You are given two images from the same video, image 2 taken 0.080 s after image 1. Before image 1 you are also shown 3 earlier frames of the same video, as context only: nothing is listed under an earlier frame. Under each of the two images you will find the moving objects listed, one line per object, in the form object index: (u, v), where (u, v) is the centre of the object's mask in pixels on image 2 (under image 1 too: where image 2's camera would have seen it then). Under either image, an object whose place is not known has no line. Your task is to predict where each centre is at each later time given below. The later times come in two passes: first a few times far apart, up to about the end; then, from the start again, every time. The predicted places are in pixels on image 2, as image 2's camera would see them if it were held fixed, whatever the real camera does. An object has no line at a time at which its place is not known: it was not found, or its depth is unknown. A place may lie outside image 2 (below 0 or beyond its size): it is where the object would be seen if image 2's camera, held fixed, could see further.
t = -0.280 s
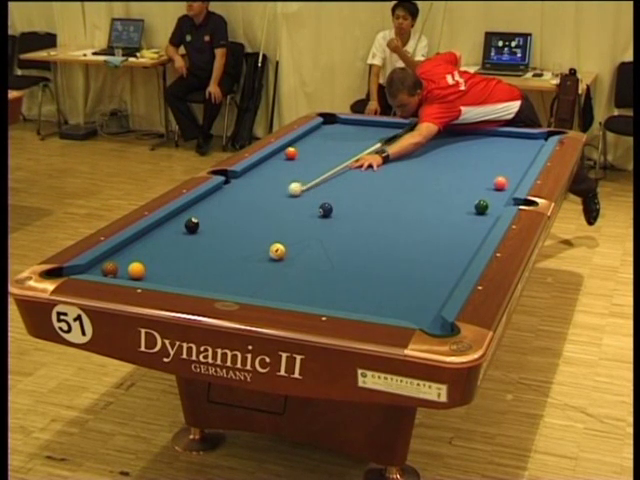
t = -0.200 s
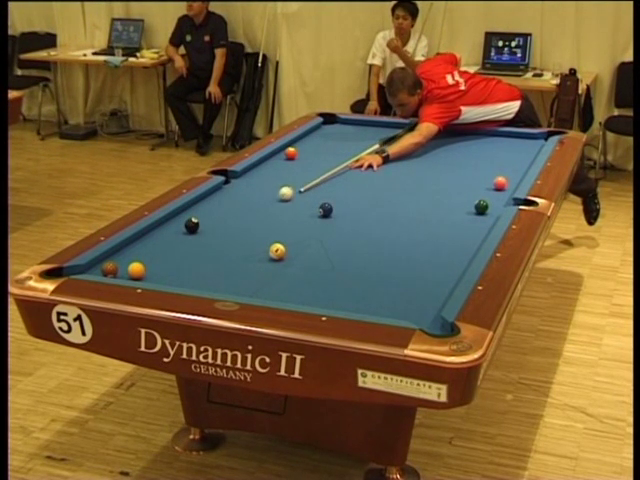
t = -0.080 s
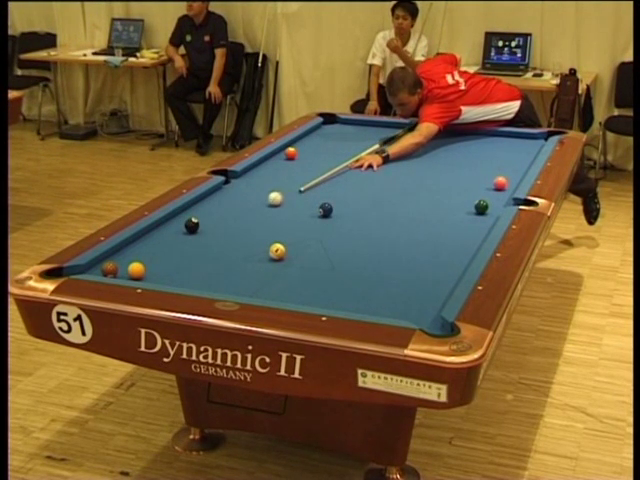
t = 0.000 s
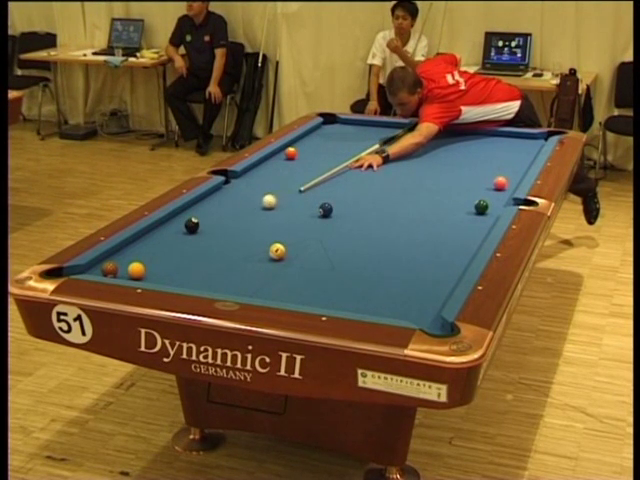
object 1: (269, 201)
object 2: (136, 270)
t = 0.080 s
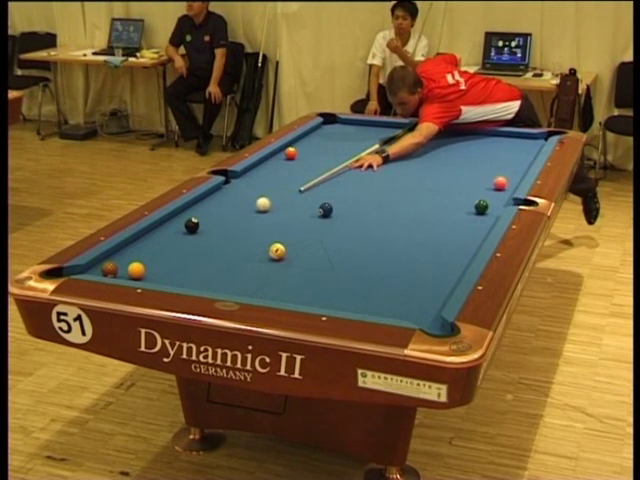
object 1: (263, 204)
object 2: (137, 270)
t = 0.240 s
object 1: (251, 210)
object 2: (137, 270)
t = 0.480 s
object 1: (232, 219)
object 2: (137, 270)
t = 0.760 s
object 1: (211, 230)
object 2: (136, 270)
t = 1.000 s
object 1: (192, 239)
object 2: (137, 270)
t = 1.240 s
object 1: (173, 248)
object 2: (137, 270)
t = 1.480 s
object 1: (154, 257)
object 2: (136, 270)
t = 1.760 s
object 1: (133, 261)
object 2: (135, 273)
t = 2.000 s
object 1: (123, 265)
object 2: (132, 275)
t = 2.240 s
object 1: (121, 267)
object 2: (136, 275)
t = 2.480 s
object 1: (119, 267)
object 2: (143, 274)
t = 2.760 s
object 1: (119, 267)
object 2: (148, 273)
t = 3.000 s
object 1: (119, 267)
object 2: (152, 272)
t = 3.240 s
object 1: (119, 267)
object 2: (155, 271)
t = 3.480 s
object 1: (119, 267)
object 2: (157, 270)
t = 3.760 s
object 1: (119, 267)
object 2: (157, 270)
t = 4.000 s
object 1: (119, 267)
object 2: (157, 270)
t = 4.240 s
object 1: (118, 267)
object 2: (157, 270)
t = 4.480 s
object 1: (118, 267)
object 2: (157, 270)
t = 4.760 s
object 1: (119, 267)
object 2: (157, 270)
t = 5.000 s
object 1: (119, 267)
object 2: (157, 270)
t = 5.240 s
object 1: (119, 267)
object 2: (157, 270)
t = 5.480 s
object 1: (118, 267)
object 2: (157, 270)
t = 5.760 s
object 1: (119, 267)
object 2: (157, 270)
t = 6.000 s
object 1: (119, 267)
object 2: (157, 270)
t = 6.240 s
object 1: (119, 267)
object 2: (157, 270)
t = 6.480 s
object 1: (119, 267)
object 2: (157, 270)
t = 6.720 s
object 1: (118, 267)
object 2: (157, 270)
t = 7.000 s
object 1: (118, 267)
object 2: (157, 270)
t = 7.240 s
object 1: (118, 267)
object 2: (157, 270)
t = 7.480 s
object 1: (118, 267)
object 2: (157, 270)
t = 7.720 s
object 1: (118, 267)
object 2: (157, 270)
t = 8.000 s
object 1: (118, 267)
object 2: (157, 270)
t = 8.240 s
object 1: (119, 267)
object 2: (157, 270)
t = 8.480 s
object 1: (119, 267)
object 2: (157, 270)
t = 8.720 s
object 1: (119, 267)
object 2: (157, 270)
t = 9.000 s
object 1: (119, 267)
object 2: (157, 270)
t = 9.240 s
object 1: (119, 267)
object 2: (157, 270)
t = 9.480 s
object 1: (119, 267)
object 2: (157, 270)
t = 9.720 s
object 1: (119, 267)
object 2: (157, 270)
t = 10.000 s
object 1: (119, 267)
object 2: (157, 270)
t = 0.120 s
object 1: (260, 206)
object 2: (137, 270)
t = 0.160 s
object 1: (257, 207)
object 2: (137, 270)
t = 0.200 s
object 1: (254, 209)
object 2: (137, 270)
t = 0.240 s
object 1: (251, 210)
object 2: (137, 270)
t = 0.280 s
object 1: (247, 212)
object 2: (137, 270)
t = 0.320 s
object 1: (244, 213)
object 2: (136, 270)
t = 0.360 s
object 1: (241, 215)
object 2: (137, 270)
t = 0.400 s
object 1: (238, 216)
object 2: (137, 270)
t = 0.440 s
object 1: (235, 218)
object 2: (137, 270)
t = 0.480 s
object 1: (232, 219)
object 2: (137, 270)
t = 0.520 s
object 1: (229, 221)
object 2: (137, 270)
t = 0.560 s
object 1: (226, 222)
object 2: (137, 270)
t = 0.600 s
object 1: (223, 224)
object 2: (137, 270)
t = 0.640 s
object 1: (220, 225)
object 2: (137, 270)
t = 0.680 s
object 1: (217, 227)
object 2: (136, 270)
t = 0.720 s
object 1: (214, 228)
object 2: (137, 270)
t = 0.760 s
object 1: (211, 230)
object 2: (136, 270)
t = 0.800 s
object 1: (208, 231)
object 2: (137, 270)
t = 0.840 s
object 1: (204, 233)
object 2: (137, 270)
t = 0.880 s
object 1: (201, 234)
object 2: (137, 270)
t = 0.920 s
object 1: (198, 236)
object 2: (137, 270)
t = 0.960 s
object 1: (195, 237)
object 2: (137, 270)
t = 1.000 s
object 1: (192, 239)
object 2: (137, 270)
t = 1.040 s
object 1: (188, 240)
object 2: (137, 270)
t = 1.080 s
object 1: (185, 242)
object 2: (137, 270)
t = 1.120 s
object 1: (182, 243)
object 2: (137, 270)
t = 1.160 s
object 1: (179, 245)
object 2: (137, 270)
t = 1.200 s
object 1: (176, 246)
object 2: (137, 270)
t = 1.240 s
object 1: (173, 248)
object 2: (137, 270)
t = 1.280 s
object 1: (170, 249)
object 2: (137, 270)
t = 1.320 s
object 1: (167, 251)
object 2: (136, 270)
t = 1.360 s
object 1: (164, 252)
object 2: (136, 270)
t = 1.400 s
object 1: (160, 254)
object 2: (136, 270)
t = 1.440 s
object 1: (157, 255)
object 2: (136, 270)
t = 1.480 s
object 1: (154, 257)
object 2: (136, 270)
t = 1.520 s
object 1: (151, 259)
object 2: (136, 270)
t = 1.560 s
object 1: (148, 260)
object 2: (136, 270)
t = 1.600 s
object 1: (146, 260)
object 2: (136, 271)
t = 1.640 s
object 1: (143, 261)
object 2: (136, 271)
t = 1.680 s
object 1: (140, 261)
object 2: (136, 271)
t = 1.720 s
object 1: (136, 261)
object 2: (135, 272)
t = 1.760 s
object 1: (133, 261)
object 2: (135, 273)
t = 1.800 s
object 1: (131, 262)
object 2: (134, 273)
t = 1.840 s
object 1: (128, 263)
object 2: (134, 273)
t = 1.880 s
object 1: (126, 264)
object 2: (134, 274)
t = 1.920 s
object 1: (125, 265)
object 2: (133, 274)
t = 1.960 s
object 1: (124, 265)
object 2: (132, 275)
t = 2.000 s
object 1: (123, 265)
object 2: (132, 275)
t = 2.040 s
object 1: (123, 265)
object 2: (132, 276)
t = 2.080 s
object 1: (122, 266)
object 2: (132, 276)
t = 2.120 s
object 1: (122, 266)
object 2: (133, 276)
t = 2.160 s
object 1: (121, 266)
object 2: (135, 275)
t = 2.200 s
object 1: (121, 266)
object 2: (135, 275)
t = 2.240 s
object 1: (121, 267)
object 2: (136, 275)
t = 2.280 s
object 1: (121, 267)
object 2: (137, 275)
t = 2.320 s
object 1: (120, 267)
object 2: (139, 274)
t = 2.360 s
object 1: (120, 267)
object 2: (139, 274)
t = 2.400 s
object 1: (120, 267)
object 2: (141, 274)
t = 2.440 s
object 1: (119, 267)
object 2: (141, 274)
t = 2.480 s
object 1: (119, 267)
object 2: (143, 274)
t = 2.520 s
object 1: (119, 267)
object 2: (144, 274)
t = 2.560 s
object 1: (119, 267)
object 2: (144, 274)
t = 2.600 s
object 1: (119, 267)
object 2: (145, 274)
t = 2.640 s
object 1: (119, 267)
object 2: (145, 273)
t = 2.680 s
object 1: (119, 267)
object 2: (146, 273)
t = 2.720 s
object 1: (119, 267)
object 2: (147, 273)
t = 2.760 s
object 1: (119, 267)
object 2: (148, 273)
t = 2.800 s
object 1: (119, 267)
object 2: (148, 273)
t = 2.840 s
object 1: (119, 267)
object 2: (149, 272)
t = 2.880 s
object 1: (119, 267)
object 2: (150, 272)
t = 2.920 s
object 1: (119, 267)
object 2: (151, 272)
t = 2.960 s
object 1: (119, 267)
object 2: (151, 272)
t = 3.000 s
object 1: (119, 267)
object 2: (152, 272)
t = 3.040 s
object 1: (119, 267)
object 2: (152, 272)
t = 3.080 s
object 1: (118, 267)
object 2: (153, 271)
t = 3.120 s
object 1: (119, 267)
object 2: (153, 271)
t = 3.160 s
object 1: (119, 267)
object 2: (154, 271)
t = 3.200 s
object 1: (119, 267)
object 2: (154, 271)
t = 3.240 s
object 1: (119, 267)
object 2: (155, 271)
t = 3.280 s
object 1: (119, 267)
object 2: (155, 271)
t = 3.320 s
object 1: (119, 267)
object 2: (156, 271)
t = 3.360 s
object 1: (119, 267)
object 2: (156, 271)
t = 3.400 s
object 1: (119, 267)
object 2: (156, 270)
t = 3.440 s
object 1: (119, 267)
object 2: (156, 270)
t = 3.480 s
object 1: (119, 267)
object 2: (157, 270)
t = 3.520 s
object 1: (119, 267)
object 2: (157, 270)
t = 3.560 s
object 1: (119, 267)
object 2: (157, 270)
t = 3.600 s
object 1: (119, 267)
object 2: (157, 270)
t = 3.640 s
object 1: (119, 267)
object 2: (157, 270)
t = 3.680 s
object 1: (118, 267)
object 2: (157, 270)
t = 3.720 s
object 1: (119, 267)
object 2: (157, 270)
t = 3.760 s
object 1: (119, 267)
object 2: (157, 270)
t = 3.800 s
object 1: (118, 267)
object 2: (157, 270)
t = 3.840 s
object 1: (118, 267)
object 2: (157, 270)
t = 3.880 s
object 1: (119, 267)
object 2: (157, 270)
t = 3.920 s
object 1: (119, 267)
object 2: (157, 270)
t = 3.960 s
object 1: (119, 267)
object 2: (157, 270)
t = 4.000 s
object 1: (119, 267)
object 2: (157, 270)
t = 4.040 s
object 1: (119, 267)
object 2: (157, 270)
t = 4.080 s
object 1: (119, 267)
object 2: (157, 270)
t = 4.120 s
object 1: (119, 267)
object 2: (157, 270)
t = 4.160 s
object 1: (119, 267)
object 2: (157, 270)
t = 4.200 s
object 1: (119, 267)
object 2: (157, 270)
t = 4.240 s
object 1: (118, 267)
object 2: (157, 270)
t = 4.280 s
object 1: (119, 267)
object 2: (157, 270)
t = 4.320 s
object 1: (119, 267)
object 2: (157, 270)
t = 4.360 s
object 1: (119, 267)
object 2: (157, 270)
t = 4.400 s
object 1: (119, 267)
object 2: (157, 270)
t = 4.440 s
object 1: (119, 267)
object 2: (157, 270)
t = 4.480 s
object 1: (118, 267)
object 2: (157, 270)
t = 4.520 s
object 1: (119, 267)
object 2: (157, 270)
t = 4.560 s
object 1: (119, 267)
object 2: (157, 270)
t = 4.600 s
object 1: (119, 267)
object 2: (157, 270)
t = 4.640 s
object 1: (118, 267)
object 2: (157, 270)
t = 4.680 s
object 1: (119, 267)
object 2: (157, 270)
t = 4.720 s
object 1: (119, 267)
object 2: (157, 270)
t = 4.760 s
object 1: (119, 267)
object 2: (157, 270)
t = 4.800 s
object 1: (119, 267)
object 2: (157, 270)
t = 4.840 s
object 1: (119, 267)
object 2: (157, 270)
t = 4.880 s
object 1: (118, 267)
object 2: (157, 270)
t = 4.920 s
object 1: (118, 267)
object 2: (157, 270)
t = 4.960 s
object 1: (118, 267)
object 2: (157, 270)
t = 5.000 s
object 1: (119, 267)
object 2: (157, 270)
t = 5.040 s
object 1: (119, 267)
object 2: (157, 270)
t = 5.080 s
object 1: (118, 267)
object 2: (157, 270)
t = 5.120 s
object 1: (119, 267)
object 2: (157, 270)
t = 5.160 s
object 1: (119, 267)
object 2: (157, 270)
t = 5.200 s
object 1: (119, 267)
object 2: (157, 270)
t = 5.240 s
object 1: (119, 267)
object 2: (157, 270)
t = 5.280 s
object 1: (119, 267)
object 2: (157, 270)
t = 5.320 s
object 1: (119, 267)
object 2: (157, 270)
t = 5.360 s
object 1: (119, 267)
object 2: (157, 270)
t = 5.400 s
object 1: (119, 267)
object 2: (157, 270)
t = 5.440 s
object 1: (119, 267)
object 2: (157, 270)
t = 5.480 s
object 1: (118, 267)
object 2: (157, 270)
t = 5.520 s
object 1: (118, 267)
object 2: (157, 270)
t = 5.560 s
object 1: (119, 267)
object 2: (157, 270)
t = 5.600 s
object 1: (119, 267)
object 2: (157, 270)
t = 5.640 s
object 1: (119, 267)
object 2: (157, 270)
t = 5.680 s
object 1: (119, 267)
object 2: (157, 270)
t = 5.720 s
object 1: (119, 267)
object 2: (157, 270)
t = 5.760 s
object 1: (119, 267)
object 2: (157, 270)
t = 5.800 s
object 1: (119, 267)
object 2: (157, 270)
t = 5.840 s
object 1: (119, 267)
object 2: (157, 270)
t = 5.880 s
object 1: (119, 267)
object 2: (157, 270)
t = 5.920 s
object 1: (119, 267)
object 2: (157, 270)
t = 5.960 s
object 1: (119, 267)
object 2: (157, 270)
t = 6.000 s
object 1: (119, 267)
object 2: (157, 270)
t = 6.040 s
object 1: (119, 267)
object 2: (157, 270)
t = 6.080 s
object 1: (119, 267)
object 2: (157, 270)
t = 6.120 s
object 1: (119, 267)
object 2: (157, 270)
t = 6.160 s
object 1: (119, 267)
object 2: (157, 270)
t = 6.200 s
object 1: (119, 267)
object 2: (157, 270)
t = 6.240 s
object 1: (119, 267)
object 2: (157, 270)
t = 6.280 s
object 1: (119, 267)
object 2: (157, 270)
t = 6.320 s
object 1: (119, 267)
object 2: (157, 270)
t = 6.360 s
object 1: (119, 267)
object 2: (157, 270)
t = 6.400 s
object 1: (118, 267)
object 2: (157, 270)
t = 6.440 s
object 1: (118, 267)
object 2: (157, 270)
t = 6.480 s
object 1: (119, 267)
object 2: (157, 270)
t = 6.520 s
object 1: (118, 267)
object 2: (157, 270)
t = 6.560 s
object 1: (118, 267)
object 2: (157, 270)
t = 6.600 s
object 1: (118, 267)
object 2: (157, 270)
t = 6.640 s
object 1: (118, 267)
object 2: (157, 270)
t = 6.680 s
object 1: (118, 267)
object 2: (157, 270)
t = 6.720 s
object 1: (118, 267)
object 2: (157, 270)
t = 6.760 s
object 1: (118, 267)
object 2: (157, 270)
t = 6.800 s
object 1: (118, 267)
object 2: (157, 270)
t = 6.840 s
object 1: (119, 267)
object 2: (157, 270)
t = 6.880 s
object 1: (119, 267)
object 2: (157, 270)
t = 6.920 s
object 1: (118, 267)
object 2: (157, 270)
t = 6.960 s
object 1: (119, 267)
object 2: (157, 270)
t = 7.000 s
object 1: (118, 267)
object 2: (157, 270)
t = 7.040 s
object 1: (119, 267)
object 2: (157, 270)
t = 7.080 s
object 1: (119, 267)
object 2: (157, 270)
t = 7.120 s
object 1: (118, 267)
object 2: (157, 270)
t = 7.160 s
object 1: (119, 267)
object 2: (157, 270)
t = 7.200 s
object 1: (119, 267)
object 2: (157, 270)
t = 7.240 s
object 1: (118, 267)
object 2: (157, 270)
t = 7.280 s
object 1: (118, 267)
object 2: (157, 270)
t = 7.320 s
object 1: (119, 267)
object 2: (157, 270)
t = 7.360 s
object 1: (118, 267)
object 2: (157, 270)
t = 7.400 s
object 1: (118, 267)
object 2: (157, 270)
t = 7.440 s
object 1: (118, 267)
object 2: (157, 270)
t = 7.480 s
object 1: (118, 267)
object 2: (157, 270)
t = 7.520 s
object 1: (118, 267)
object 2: (157, 270)
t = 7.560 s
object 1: (119, 266)
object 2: (157, 270)
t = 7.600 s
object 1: (118, 267)
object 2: (157, 270)
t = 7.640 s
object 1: (119, 267)
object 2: (157, 270)
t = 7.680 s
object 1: (118, 267)
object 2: (157, 270)
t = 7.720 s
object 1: (118, 267)
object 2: (157, 270)
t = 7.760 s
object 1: (118, 267)
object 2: (157, 270)
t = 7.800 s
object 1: (118, 267)
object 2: (157, 270)
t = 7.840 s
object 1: (119, 266)
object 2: (157, 270)
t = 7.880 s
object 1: (118, 267)
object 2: (157, 270)
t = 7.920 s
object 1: (119, 267)
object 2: (157, 270)
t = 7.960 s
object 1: (119, 267)
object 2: (157, 270)
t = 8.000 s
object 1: (118, 267)
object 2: (157, 270)
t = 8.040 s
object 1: (118, 267)
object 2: (157, 270)
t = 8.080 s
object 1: (118, 267)
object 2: (157, 270)
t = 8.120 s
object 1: (119, 267)
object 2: (157, 270)
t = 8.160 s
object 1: (119, 267)
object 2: (157, 270)
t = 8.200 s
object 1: (119, 267)
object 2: (157, 270)
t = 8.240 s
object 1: (119, 267)
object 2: (157, 270)
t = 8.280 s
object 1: (119, 267)
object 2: (157, 270)
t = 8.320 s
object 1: (119, 267)
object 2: (157, 270)
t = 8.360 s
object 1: (119, 267)
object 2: (157, 270)
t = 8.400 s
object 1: (119, 267)
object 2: (157, 270)
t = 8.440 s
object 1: (119, 267)
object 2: (157, 270)
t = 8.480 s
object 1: (119, 267)
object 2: (157, 270)
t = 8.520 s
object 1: (119, 267)
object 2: (157, 270)
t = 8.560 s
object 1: (119, 267)
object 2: (157, 270)
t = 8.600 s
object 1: (119, 267)
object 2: (157, 270)
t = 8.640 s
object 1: (119, 267)
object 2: (157, 270)
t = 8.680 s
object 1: (119, 267)
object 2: (157, 270)
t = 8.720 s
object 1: (119, 267)
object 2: (157, 270)
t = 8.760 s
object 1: (119, 267)
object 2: (157, 270)
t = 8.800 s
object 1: (118, 267)
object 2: (157, 270)
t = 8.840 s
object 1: (119, 267)
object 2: (157, 270)
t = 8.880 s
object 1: (119, 267)
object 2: (157, 270)
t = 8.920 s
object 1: (119, 267)
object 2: (157, 270)
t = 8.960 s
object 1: (119, 267)
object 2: (157, 270)
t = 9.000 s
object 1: (119, 267)
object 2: (157, 270)
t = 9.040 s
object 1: (119, 267)
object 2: (157, 270)
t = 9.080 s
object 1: (119, 267)
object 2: (157, 270)
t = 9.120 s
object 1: (118, 267)
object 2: (157, 270)
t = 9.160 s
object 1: (119, 267)
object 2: (157, 270)
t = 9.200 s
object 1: (118, 267)
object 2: (157, 270)
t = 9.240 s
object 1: (119, 267)
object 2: (157, 270)
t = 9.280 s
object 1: (119, 267)
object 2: (157, 270)
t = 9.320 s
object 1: (119, 267)
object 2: (157, 270)
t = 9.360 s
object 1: (119, 267)
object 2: (157, 270)
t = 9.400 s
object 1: (119, 267)
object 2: (157, 270)
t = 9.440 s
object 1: (119, 267)
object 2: (157, 270)
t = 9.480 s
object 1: (119, 267)
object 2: (157, 270)
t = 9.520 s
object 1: (119, 267)
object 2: (157, 270)
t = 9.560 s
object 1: (119, 267)
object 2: (157, 270)
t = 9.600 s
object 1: (119, 267)
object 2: (157, 270)
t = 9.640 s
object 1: (119, 267)
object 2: (157, 270)
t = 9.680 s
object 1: (119, 267)
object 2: (157, 270)
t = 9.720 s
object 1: (119, 267)
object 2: (157, 270)
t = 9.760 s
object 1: (119, 267)
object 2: (157, 270)
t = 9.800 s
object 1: (119, 267)
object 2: (157, 270)
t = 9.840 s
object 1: (119, 267)
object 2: (157, 270)
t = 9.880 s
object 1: (119, 267)
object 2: (157, 270)
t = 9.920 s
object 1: (119, 267)
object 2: (157, 270)
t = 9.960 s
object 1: (119, 267)
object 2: (157, 270)
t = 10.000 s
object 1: (119, 267)
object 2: (157, 270)
